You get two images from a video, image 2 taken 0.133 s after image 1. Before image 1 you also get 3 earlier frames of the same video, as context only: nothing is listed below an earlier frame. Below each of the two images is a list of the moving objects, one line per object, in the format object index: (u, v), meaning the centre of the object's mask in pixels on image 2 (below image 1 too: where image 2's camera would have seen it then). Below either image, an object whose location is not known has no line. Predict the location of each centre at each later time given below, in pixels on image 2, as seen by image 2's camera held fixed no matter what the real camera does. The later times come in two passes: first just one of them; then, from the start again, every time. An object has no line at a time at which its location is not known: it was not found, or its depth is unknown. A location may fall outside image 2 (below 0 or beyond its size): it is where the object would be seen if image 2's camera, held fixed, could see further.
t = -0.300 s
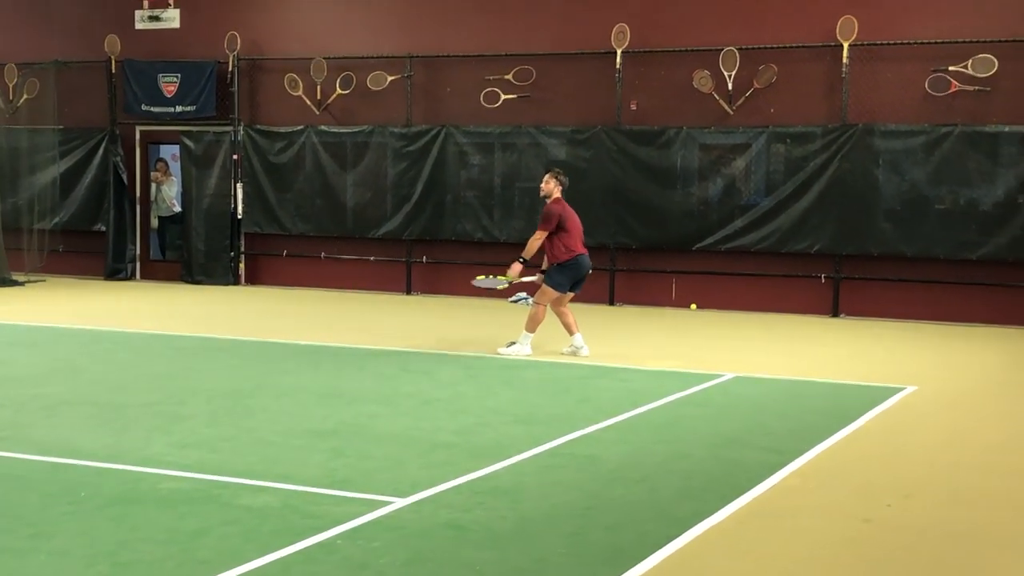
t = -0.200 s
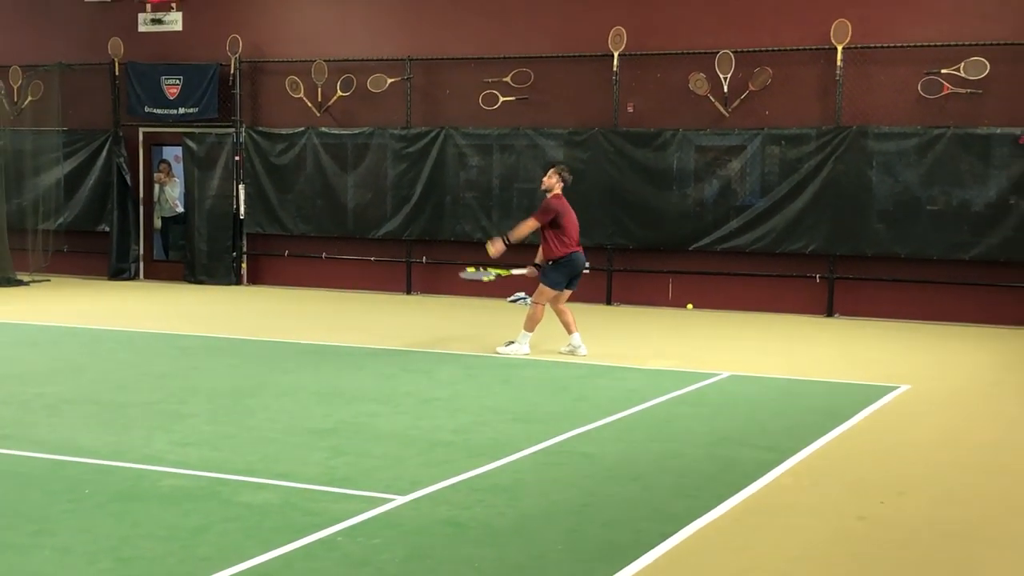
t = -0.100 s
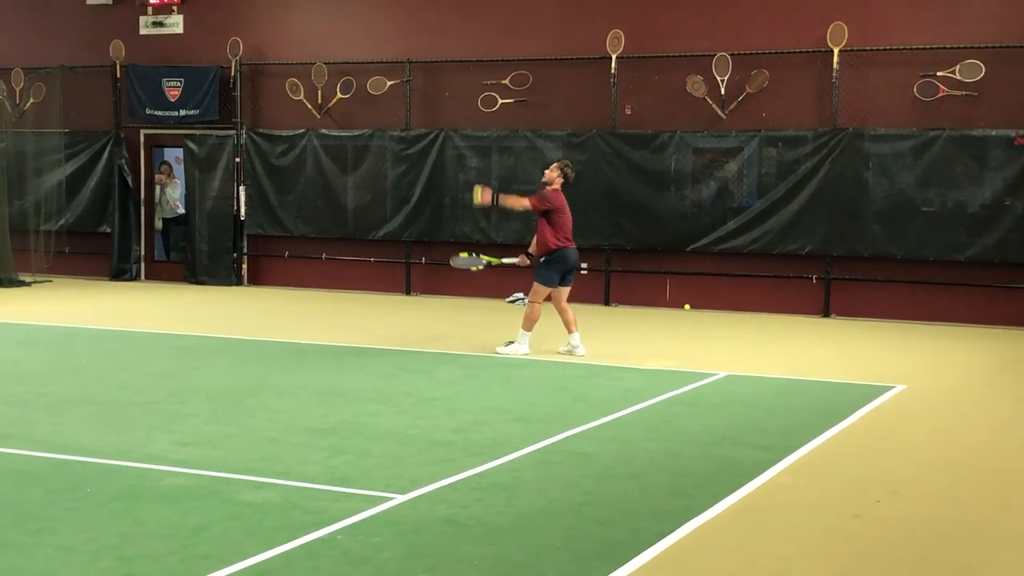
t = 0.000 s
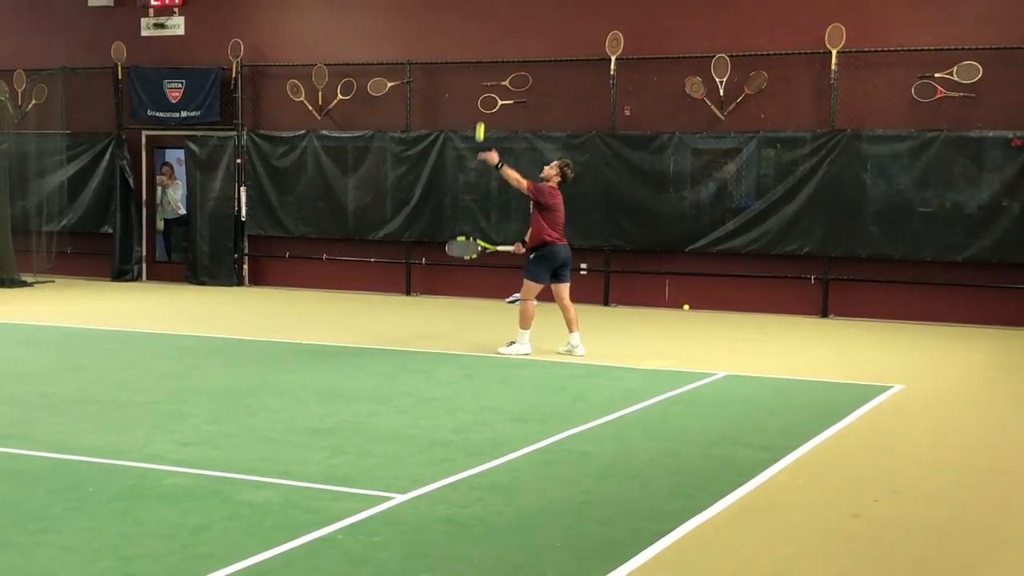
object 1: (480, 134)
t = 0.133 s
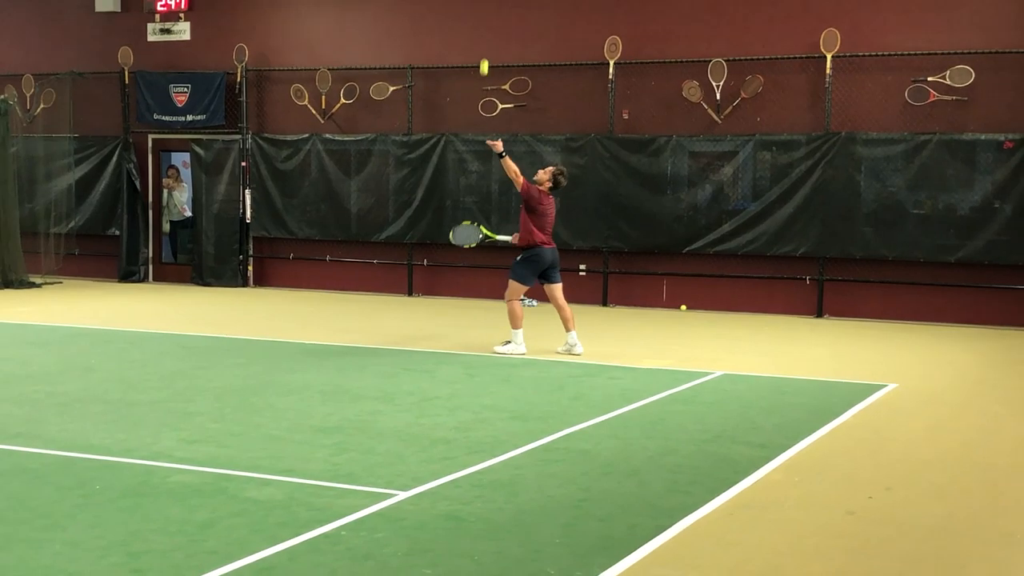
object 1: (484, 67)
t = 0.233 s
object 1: (486, 29)
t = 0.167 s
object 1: (484, 53)
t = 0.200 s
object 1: (485, 41)
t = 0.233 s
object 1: (486, 29)
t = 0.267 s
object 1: (487, 20)
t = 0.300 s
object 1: (488, 11)
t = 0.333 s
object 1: (489, 3)
